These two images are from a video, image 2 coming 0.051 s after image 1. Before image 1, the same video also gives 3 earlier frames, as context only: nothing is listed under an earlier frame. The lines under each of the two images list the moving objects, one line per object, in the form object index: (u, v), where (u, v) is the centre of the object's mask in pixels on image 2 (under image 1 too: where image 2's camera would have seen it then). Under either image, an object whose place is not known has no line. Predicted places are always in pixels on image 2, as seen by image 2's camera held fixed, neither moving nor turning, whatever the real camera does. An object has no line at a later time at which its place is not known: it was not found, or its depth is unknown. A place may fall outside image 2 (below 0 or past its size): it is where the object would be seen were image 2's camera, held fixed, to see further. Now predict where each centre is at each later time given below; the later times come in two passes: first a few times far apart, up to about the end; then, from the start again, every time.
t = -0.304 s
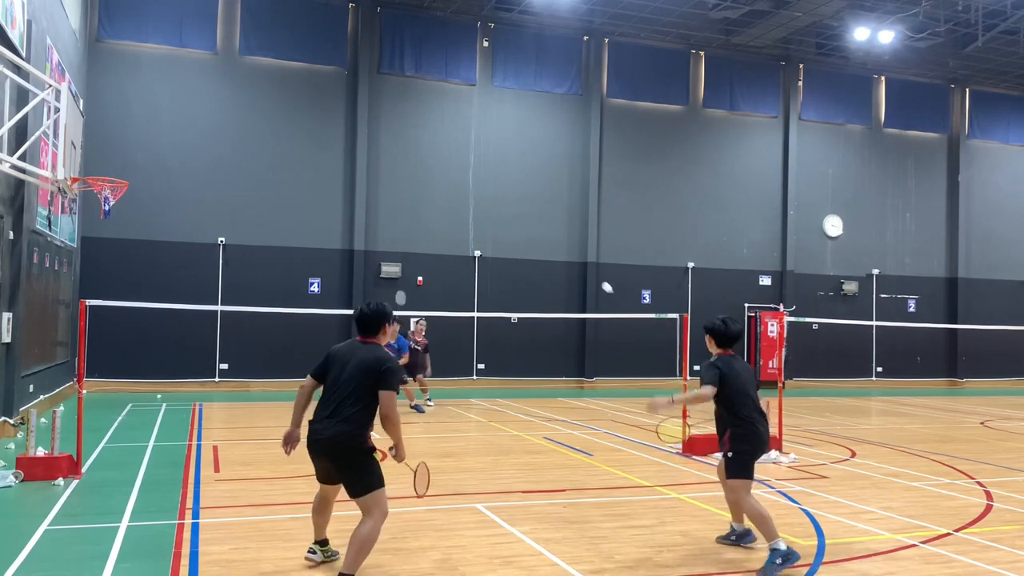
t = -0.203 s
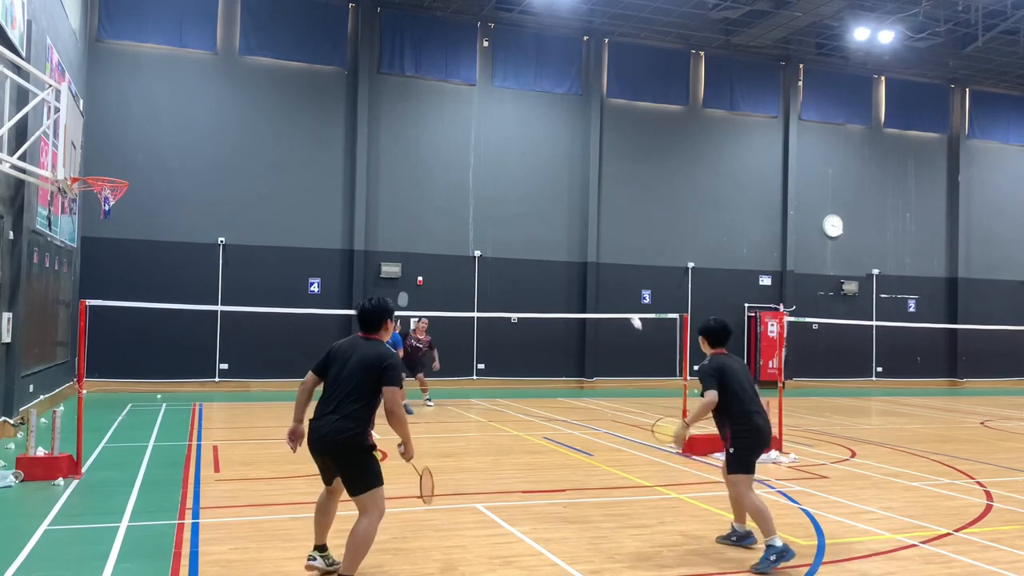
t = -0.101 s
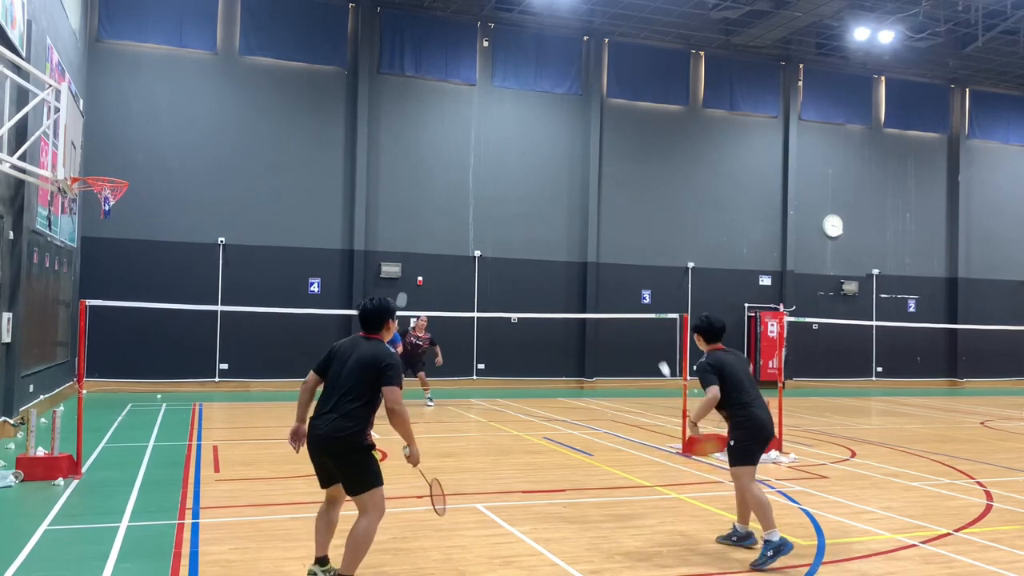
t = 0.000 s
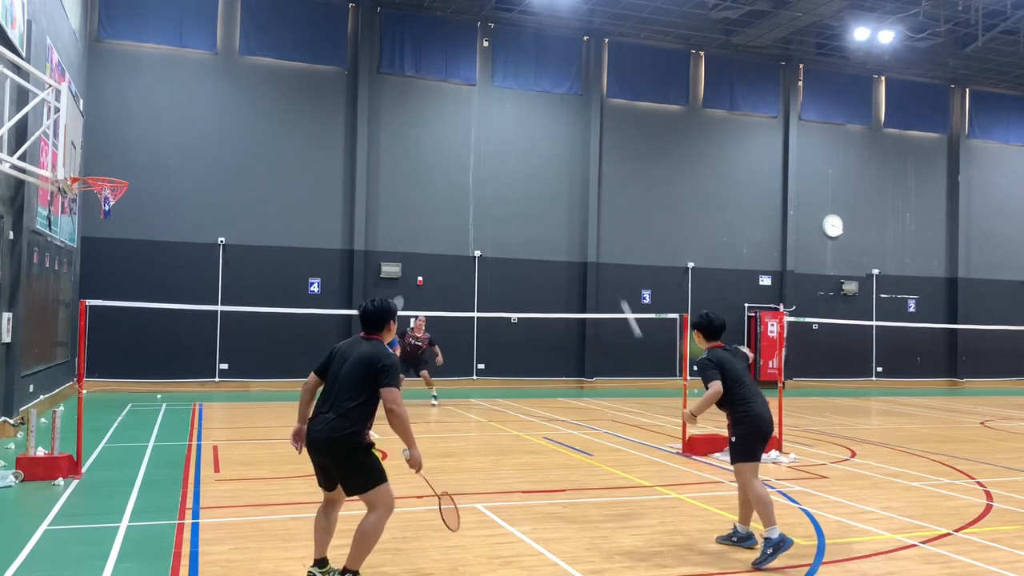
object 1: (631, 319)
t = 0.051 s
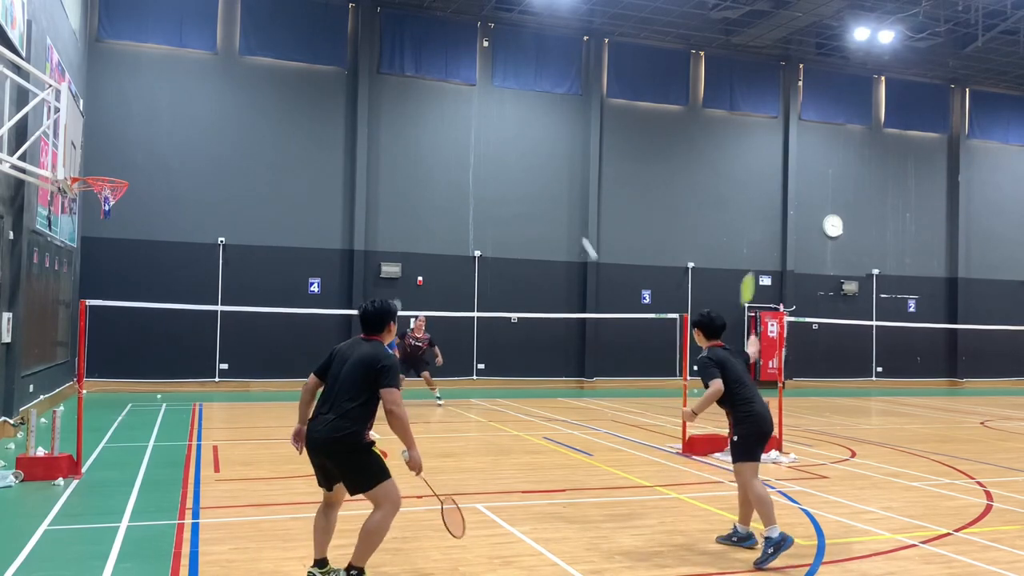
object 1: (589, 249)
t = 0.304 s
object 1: (507, 132)
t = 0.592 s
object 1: (472, 124)
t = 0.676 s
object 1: (465, 132)
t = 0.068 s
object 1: (579, 232)
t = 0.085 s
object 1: (570, 218)
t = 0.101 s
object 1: (562, 206)
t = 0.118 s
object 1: (555, 194)
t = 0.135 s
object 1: (549, 185)
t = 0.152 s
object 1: (543, 176)
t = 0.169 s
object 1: (538, 169)
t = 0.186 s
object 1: (533, 161)
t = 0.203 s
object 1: (529, 156)
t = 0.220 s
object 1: (524, 150)
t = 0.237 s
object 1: (520, 146)
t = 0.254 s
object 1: (516, 142)
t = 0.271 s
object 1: (513, 138)
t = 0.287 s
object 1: (510, 135)
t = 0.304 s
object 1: (507, 132)
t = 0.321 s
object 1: (504, 129)
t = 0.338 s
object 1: (501, 127)
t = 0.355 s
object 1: (498, 125)
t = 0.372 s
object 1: (496, 123)
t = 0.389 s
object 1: (493, 122)
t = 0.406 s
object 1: (491, 121)
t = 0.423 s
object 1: (489, 120)
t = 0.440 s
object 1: (487, 120)
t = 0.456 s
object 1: (485, 120)
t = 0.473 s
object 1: (483, 120)
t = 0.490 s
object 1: (481, 120)
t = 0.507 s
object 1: (480, 120)
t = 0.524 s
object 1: (478, 120)
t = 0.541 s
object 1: (476, 121)
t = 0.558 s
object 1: (475, 122)
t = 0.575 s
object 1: (473, 123)
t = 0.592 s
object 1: (472, 124)
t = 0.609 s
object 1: (471, 125)
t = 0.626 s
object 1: (469, 127)
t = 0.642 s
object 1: (467, 129)
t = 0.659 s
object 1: (466, 130)
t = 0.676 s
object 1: (465, 132)
